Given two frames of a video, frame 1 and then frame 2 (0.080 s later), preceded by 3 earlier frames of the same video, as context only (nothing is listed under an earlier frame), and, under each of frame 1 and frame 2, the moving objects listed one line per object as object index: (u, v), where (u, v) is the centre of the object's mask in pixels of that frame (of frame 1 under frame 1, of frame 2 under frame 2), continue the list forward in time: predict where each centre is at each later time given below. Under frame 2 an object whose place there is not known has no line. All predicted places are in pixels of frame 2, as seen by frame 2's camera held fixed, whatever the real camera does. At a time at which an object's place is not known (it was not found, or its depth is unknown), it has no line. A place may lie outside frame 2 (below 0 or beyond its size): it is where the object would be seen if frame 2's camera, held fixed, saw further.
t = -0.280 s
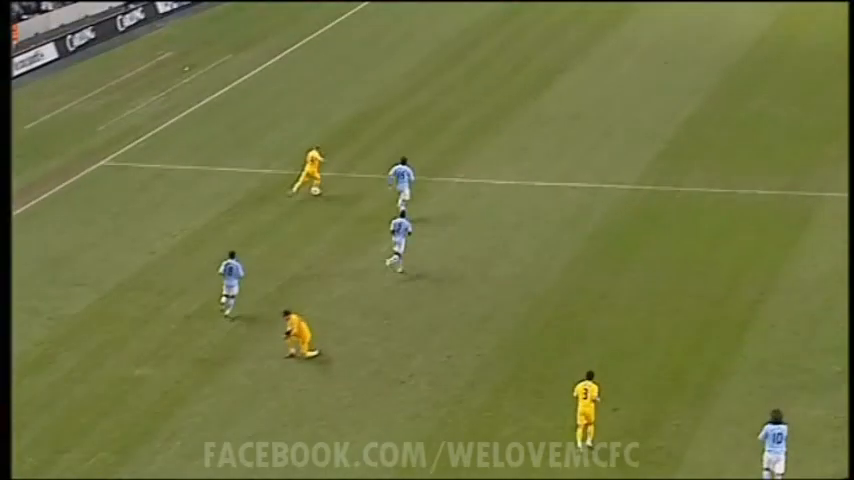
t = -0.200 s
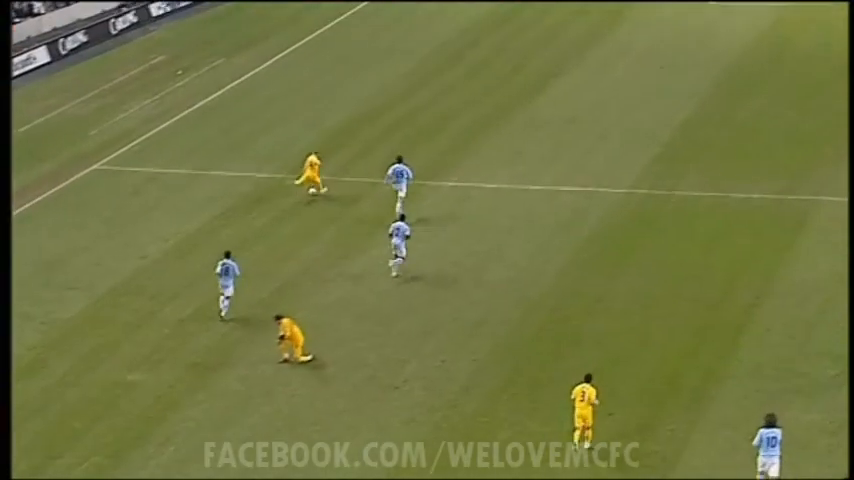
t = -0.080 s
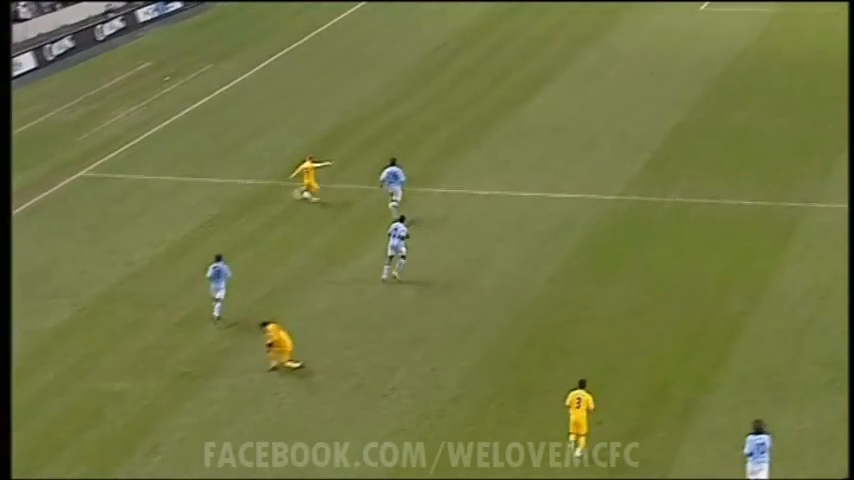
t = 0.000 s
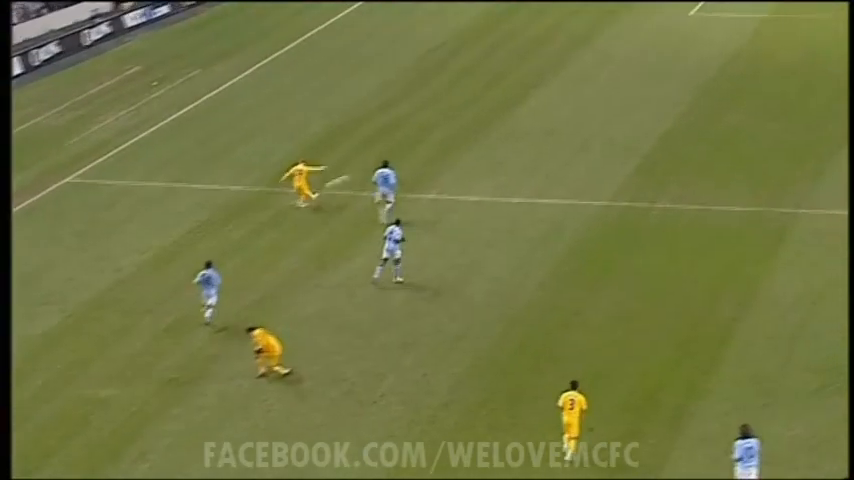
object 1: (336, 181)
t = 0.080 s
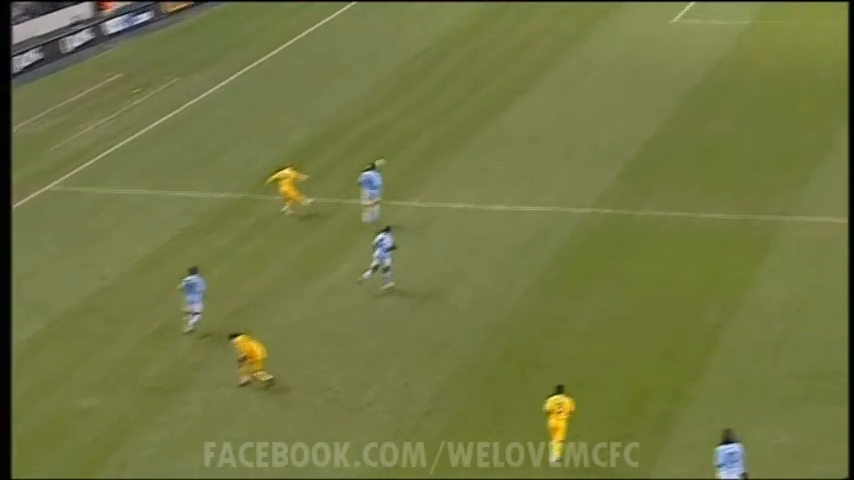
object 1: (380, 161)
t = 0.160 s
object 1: (427, 142)
